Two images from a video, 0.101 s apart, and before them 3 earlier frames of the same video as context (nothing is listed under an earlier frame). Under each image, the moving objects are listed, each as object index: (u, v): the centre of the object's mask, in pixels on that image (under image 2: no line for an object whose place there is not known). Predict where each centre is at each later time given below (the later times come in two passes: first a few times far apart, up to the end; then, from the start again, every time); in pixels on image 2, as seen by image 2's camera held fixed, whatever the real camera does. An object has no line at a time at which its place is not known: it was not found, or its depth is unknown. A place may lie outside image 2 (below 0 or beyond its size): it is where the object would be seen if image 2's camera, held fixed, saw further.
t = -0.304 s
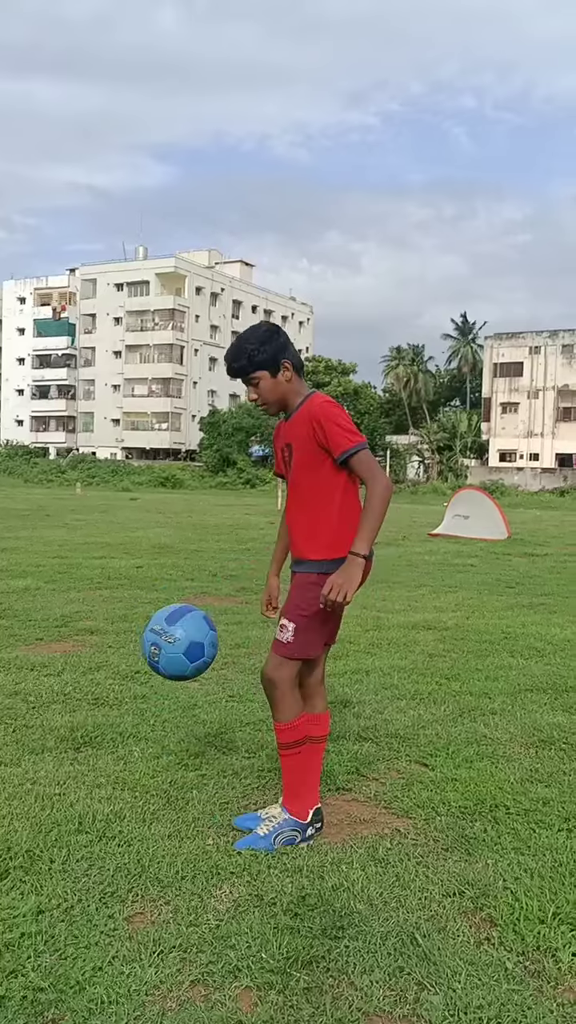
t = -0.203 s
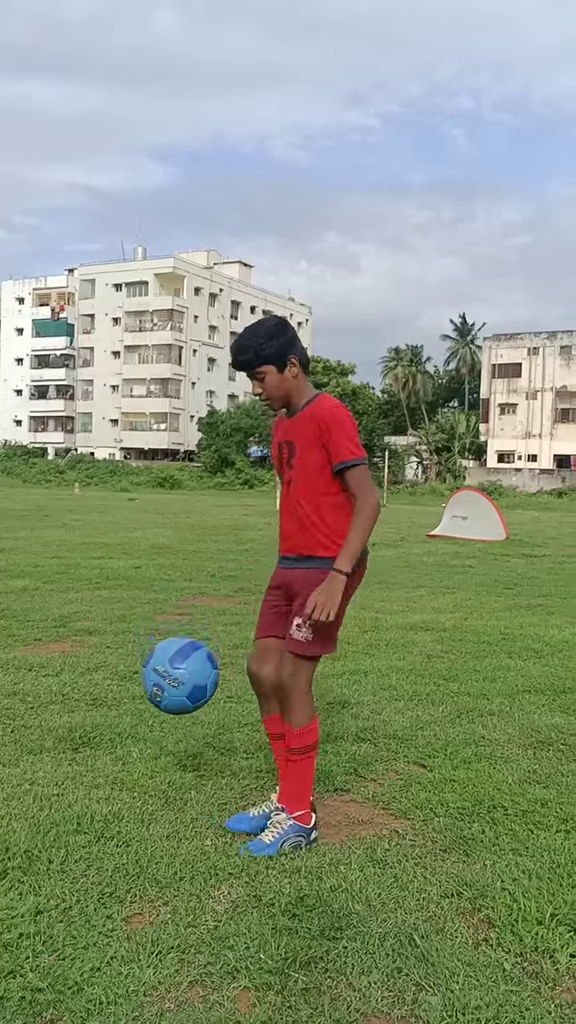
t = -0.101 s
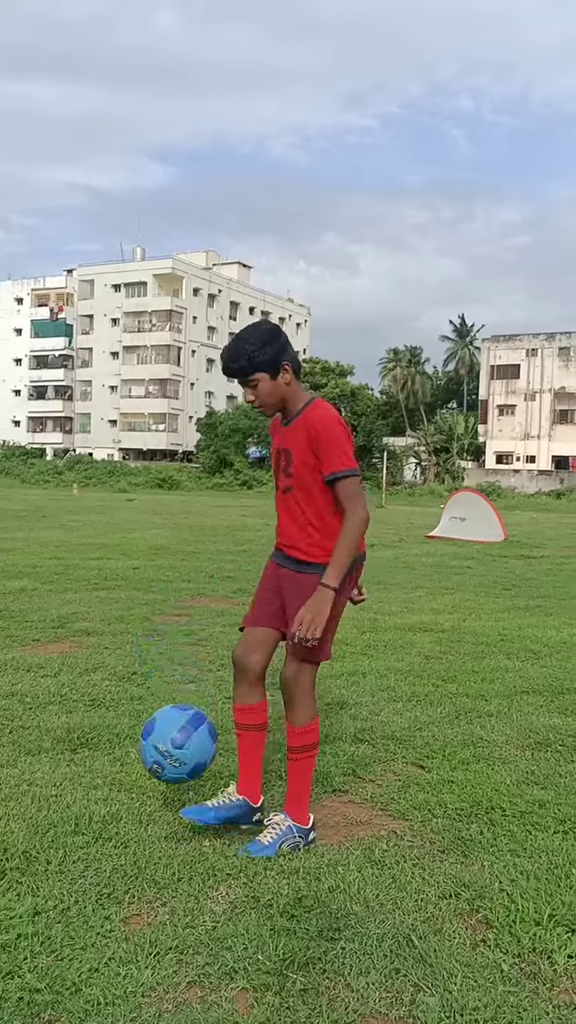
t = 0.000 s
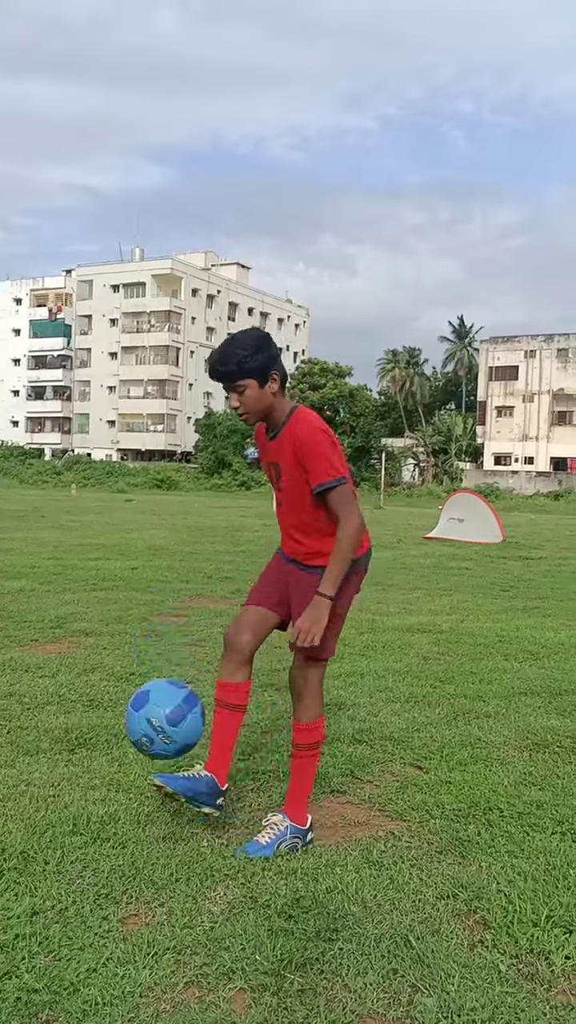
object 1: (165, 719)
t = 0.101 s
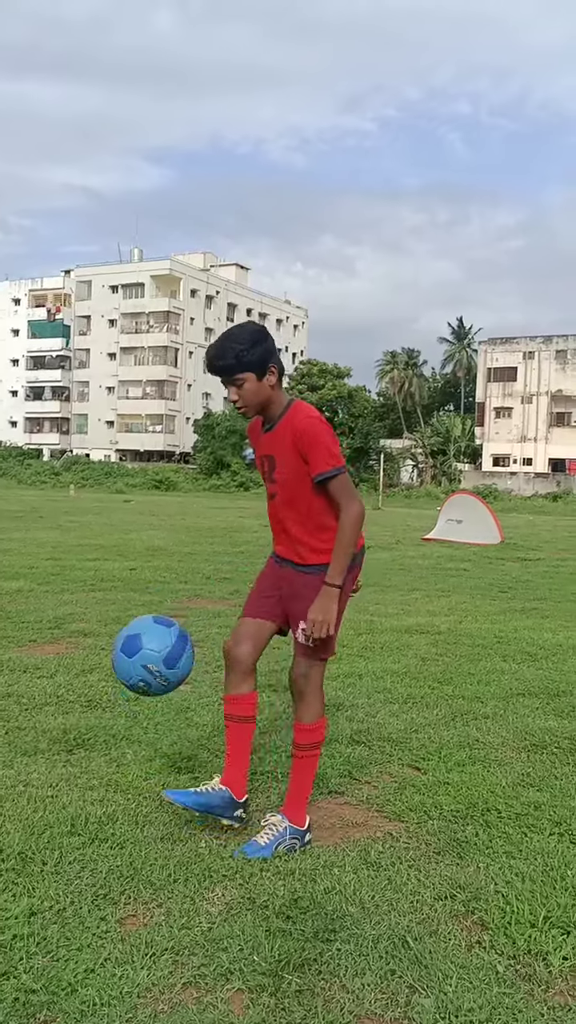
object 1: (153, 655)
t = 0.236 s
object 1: (136, 623)
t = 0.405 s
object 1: (110, 675)
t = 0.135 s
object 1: (149, 641)
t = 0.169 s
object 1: (144, 631)
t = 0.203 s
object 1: (141, 625)
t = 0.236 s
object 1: (136, 623)
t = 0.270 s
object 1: (131, 625)
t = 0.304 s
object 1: (126, 631)
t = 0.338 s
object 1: (121, 641)
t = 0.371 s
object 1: (115, 656)
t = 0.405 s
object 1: (110, 675)
